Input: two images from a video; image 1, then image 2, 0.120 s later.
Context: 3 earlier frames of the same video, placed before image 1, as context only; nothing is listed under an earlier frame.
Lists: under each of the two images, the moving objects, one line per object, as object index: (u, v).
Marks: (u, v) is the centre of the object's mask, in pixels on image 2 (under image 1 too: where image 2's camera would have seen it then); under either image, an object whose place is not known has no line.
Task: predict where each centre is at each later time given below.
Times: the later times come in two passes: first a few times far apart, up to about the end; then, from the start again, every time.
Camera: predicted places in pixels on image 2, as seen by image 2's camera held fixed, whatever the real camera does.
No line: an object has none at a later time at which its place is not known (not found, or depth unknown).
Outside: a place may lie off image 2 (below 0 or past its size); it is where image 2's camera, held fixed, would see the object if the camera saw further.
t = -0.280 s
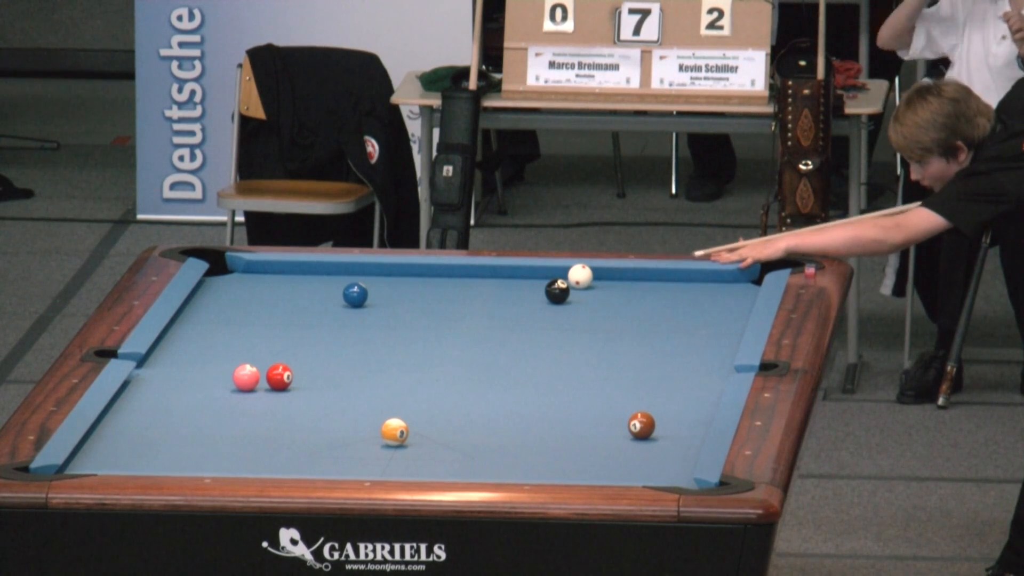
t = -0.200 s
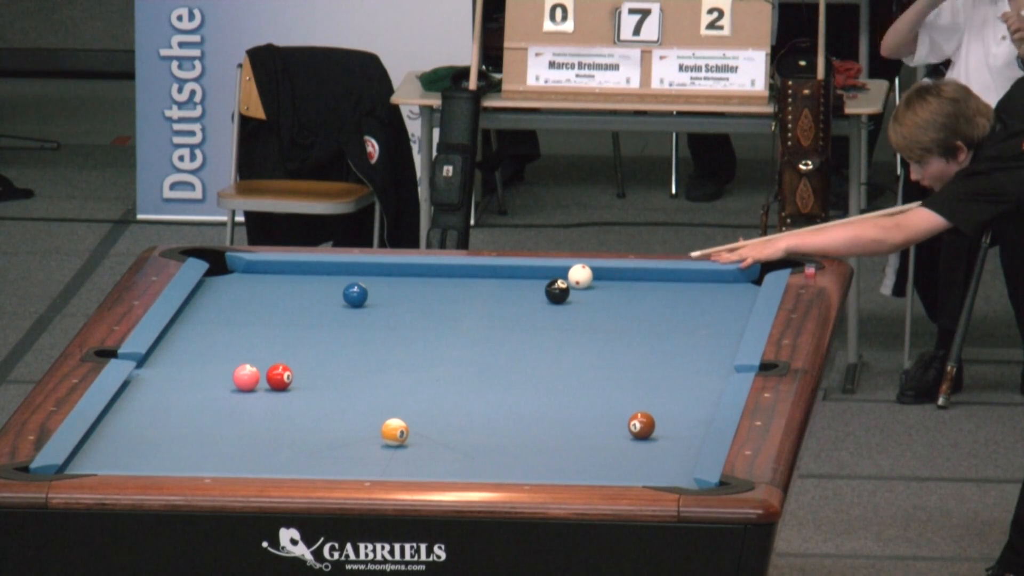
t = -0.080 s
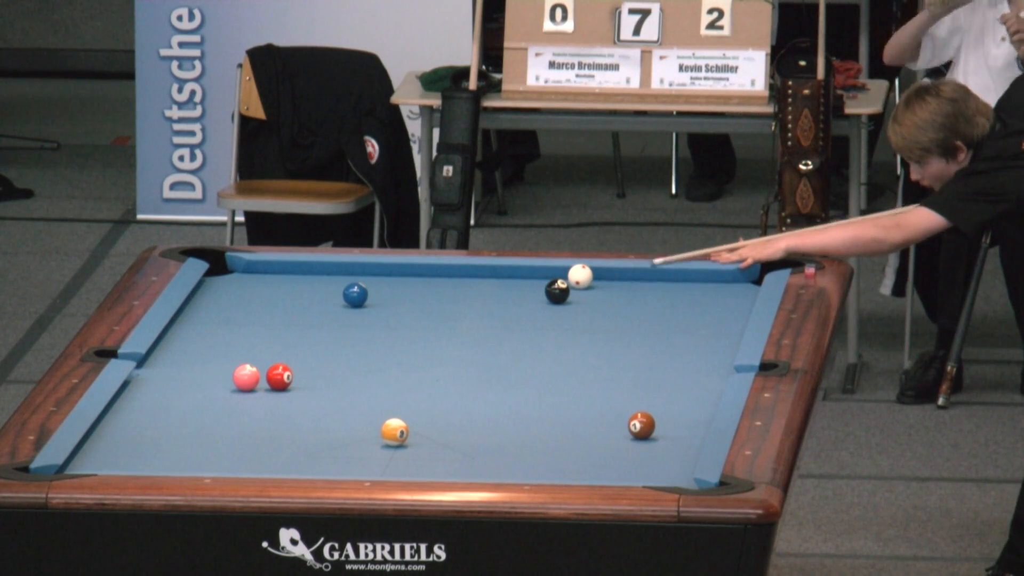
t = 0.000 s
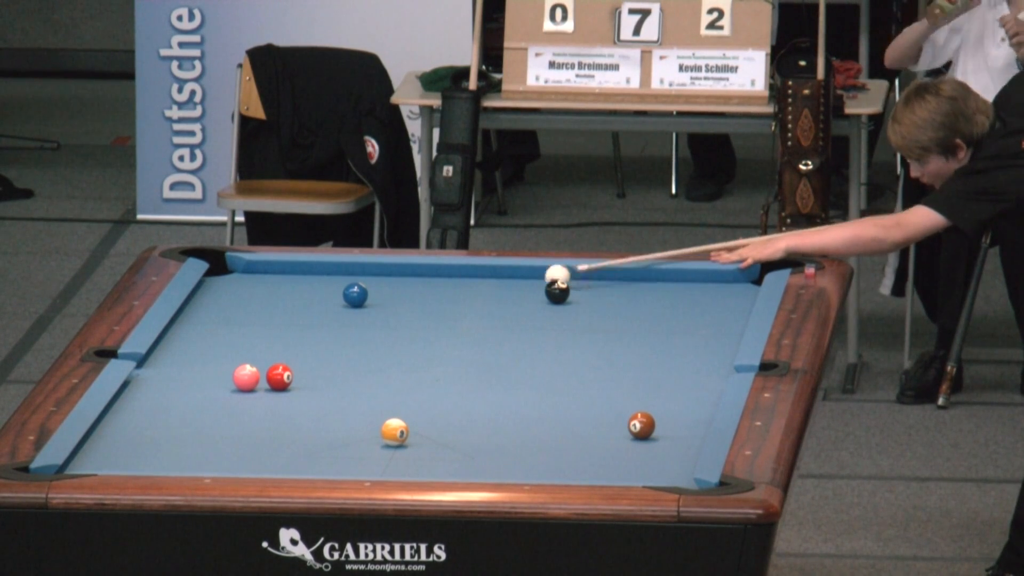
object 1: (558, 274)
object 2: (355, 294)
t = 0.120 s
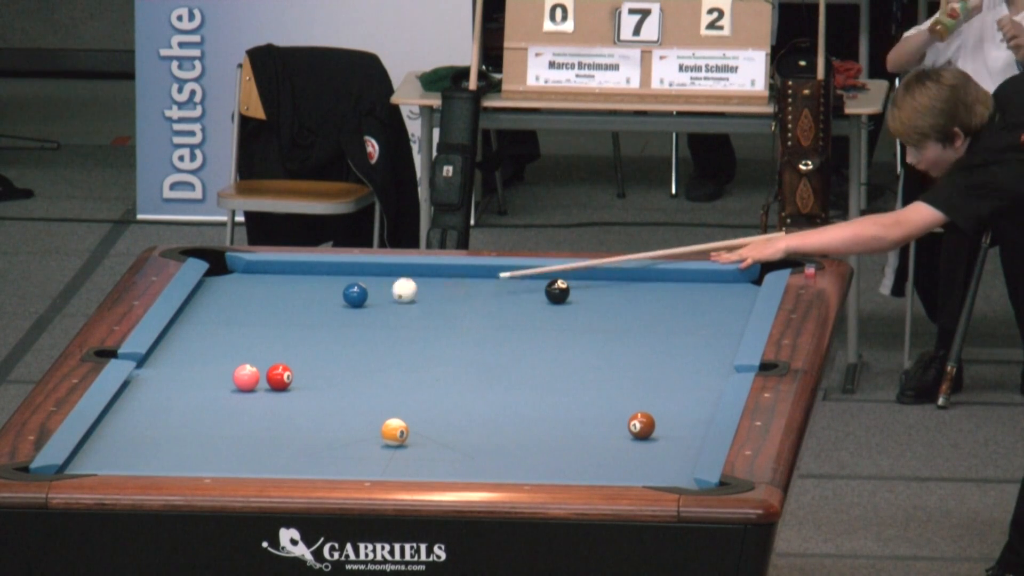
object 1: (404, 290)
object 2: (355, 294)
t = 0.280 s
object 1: (354, 290)
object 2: (202, 311)
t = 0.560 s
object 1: (256, 292)
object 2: (332, 331)
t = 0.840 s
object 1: (231, 294)
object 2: (464, 349)
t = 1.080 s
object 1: (274, 296)
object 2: (576, 364)
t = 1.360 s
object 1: (322, 298)
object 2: (707, 382)
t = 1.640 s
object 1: (366, 300)
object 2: (646, 387)
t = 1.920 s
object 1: (408, 301)
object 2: (581, 391)
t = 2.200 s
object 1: (446, 303)
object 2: (520, 395)
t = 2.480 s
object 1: (481, 304)
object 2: (462, 398)
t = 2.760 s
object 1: (513, 305)
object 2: (407, 402)
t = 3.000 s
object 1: (538, 305)
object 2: (361, 405)
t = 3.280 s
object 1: (566, 306)
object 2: (312, 408)
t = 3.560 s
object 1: (589, 306)
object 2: (265, 411)
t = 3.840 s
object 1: (609, 306)
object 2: (221, 414)
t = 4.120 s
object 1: (626, 307)
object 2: (180, 417)
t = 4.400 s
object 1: (641, 307)
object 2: (143, 419)
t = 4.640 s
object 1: (651, 307)
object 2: (113, 421)
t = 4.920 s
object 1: (659, 307)
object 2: (123, 423)
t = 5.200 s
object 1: (665, 307)
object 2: (136, 424)
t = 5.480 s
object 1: (668, 308)
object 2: (146, 425)
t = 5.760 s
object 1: (668, 307)
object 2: (153, 426)
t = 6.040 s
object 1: (668, 307)
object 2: (157, 427)
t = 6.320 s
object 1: (668, 307)
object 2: (159, 427)
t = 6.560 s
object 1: (668, 307)
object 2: (159, 427)
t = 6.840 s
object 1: (668, 307)
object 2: (159, 427)
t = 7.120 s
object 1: (668, 307)
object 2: (159, 427)
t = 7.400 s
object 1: (668, 308)
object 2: (159, 427)
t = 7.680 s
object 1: (668, 307)
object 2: (159, 427)
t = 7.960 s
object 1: (668, 307)
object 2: (159, 427)
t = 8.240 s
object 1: (668, 308)
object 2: (159, 427)
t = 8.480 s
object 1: (668, 307)
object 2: (159, 427)
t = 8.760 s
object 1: (668, 308)
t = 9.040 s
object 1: (668, 307)
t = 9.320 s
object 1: (668, 307)
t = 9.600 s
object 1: (668, 308)
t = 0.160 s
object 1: (375, 291)
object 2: (335, 296)
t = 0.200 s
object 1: (370, 291)
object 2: (289, 301)
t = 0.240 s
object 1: (363, 291)
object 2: (245, 305)
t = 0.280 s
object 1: (354, 290)
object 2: (202, 311)
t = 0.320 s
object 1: (343, 290)
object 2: (202, 315)
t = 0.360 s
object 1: (331, 290)
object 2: (227, 318)
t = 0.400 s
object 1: (316, 291)
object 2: (251, 321)
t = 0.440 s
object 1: (302, 291)
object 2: (273, 324)
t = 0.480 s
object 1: (286, 291)
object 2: (294, 327)
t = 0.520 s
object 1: (271, 292)
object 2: (313, 329)
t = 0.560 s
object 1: (256, 292)
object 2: (332, 331)
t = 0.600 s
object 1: (241, 293)
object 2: (351, 334)
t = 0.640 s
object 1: (226, 293)
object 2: (370, 336)
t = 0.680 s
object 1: (211, 293)
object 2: (388, 339)
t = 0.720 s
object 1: (205, 294)
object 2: (407, 341)
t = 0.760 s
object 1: (215, 294)
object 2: (426, 344)
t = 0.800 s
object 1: (224, 294)
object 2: (445, 347)
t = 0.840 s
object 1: (231, 294)
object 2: (464, 349)
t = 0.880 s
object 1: (239, 295)
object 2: (482, 352)
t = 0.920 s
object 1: (246, 295)
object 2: (501, 354)
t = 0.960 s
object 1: (253, 295)
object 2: (520, 356)
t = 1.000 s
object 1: (260, 296)
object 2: (538, 359)
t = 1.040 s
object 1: (267, 296)
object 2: (557, 362)
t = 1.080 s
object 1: (274, 296)
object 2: (576, 364)
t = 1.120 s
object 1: (281, 296)
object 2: (595, 367)
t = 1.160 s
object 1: (287, 297)
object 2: (613, 369)
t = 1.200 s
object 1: (295, 297)
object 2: (632, 371)
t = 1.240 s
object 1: (302, 298)
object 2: (651, 374)
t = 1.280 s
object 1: (308, 297)
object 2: (669, 377)
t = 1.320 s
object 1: (315, 298)
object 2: (688, 379)
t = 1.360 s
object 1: (322, 298)
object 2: (707, 382)
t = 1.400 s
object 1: (328, 298)
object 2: (710, 383)
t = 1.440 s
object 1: (335, 299)
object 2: (696, 384)
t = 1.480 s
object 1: (341, 299)
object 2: (684, 384)
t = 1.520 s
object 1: (347, 299)
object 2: (674, 385)
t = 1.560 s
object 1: (354, 299)
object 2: (664, 386)
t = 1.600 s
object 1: (360, 300)
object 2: (655, 386)
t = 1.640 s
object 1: (366, 300)
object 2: (646, 387)
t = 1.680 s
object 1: (372, 300)
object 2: (636, 387)
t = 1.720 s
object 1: (378, 300)
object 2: (627, 388)
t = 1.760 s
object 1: (384, 301)
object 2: (618, 389)
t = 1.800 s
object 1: (390, 301)
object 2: (609, 389)
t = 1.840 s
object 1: (396, 301)
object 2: (600, 390)
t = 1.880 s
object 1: (402, 301)
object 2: (590, 390)
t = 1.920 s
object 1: (408, 301)
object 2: (581, 391)
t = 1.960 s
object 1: (413, 302)
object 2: (572, 392)
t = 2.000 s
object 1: (419, 303)
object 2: (563, 392)
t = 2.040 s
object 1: (424, 302)
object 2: (554, 393)
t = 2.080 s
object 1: (430, 303)
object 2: (546, 393)
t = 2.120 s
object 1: (435, 303)
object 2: (537, 394)
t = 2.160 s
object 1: (441, 303)
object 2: (529, 394)
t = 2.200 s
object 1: (446, 303)
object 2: (520, 395)
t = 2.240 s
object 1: (451, 303)
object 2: (511, 395)
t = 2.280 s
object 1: (456, 303)
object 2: (503, 396)
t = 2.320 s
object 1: (462, 303)
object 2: (495, 396)
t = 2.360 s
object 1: (466, 303)
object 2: (486, 397)
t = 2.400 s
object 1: (471, 304)
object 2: (478, 397)
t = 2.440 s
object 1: (476, 304)
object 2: (470, 398)
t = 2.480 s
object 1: (481, 304)
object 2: (462, 398)
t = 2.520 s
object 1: (486, 304)
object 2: (454, 399)
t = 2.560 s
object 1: (491, 304)
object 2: (446, 400)
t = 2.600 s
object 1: (495, 304)
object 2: (437, 400)
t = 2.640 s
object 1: (500, 305)
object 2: (430, 401)
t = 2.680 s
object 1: (504, 305)
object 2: (422, 401)
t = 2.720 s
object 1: (509, 305)
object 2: (414, 401)
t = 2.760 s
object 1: (513, 305)
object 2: (407, 402)
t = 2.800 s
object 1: (518, 305)
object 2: (399, 402)
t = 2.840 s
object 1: (522, 305)
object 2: (391, 403)
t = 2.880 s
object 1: (526, 305)
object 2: (384, 404)
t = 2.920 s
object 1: (530, 305)
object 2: (376, 404)
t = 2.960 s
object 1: (534, 305)
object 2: (369, 404)
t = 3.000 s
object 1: (538, 305)
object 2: (361, 405)
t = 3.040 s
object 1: (543, 305)
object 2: (354, 406)
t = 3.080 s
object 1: (546, 305)
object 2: (347, 406)
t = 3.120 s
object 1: (550, 306)
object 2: (340, 406)
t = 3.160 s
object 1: (554, 306)
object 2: (332, 406)
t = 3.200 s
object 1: (558, 306)
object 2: (326, 407)
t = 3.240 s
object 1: (562, 306)
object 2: (318, 408)
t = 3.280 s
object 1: (566, 306)
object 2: (312, 408)
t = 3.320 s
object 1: (569, 306)
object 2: (305, 409)
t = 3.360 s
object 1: (572, 306)
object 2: (298, 409)
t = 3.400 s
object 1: (575, 306)
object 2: (291, 410)
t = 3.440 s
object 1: (579, 306)
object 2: (285, 410)
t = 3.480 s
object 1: (582, 306)
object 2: (278, 410)
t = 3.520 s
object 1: (585, 306)
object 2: (271, 411)
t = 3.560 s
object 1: (589, 306)
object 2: (265, 411)
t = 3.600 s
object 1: (591, 306)
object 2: (258, 412)
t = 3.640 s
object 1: (594, 306)
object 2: (252, 412)
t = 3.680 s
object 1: (597, 306)
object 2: (246, 413)
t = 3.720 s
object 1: (600, 306)
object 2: (239, 413)
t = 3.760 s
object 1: (603, 306)
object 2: (233, 413)
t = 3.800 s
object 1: (606, 307)
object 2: (227, 414)
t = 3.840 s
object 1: (609, 306)
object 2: (221, 414)
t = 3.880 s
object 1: (612, 307)
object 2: (215, 415)
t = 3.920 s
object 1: (615, 306)
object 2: (209, 415)
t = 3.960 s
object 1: (617, 306)
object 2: (203, 415)
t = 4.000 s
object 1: (619, 307)
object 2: (197, 416)
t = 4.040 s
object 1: (622, 307)
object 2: (191, 416)
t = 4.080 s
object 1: (624, 306)
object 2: (186, 416)
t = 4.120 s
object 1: (626, 307)
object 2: (180, 417)
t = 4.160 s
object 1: (629, 306)
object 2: (175, 417)
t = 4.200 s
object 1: (631, 307)
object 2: (169, 418)
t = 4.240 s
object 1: (633, 306)
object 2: (164, 417)
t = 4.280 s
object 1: (635, 307)
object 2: (158, 418)
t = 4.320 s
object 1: (637, 307)
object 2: (153, 419)
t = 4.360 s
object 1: (639, 306)
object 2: (148, 419)
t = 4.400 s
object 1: (641, 307)
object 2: (143, 419)
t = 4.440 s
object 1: (643, 307)
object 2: (138, 419)
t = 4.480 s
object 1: (644, 306)
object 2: (132, 419)
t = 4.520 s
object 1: (646, 306)
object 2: (128, 420)
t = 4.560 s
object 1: (648, 306)
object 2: (122, 420)
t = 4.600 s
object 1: (649, 306)
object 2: (118, 421)
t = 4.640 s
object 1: (651, 307)
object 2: (113, 421)
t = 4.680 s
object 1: (652, 306)
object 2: (110, 422)
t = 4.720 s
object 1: (653, 307)
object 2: (112, 422)
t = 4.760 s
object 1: (655, 307)
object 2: (114, 422)
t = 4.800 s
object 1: (656, 306)
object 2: (117, 422)
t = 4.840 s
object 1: (657, 307)
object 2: (119, 423)
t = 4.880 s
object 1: (658, 307)
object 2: (121, 422)
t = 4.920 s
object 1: (659, 307)
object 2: (123, 423)
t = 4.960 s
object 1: (660, 308)
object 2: (125, 423)
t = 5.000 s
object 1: (661, 307)
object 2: (128, 423)
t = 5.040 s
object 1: (662, 307)
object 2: (129, 423)
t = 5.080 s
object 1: (663, 307)
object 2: (131, 424)
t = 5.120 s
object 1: (664, 307)
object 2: (133, 423)
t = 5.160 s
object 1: (664, 307)
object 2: (135, 424)
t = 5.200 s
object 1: (665, 307)
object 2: (136, 424)
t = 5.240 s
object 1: (666, 307)
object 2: (138, 424)
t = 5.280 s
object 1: (666, 308)
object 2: (139, 424)
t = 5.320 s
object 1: (667, 307)
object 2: (141, 424)
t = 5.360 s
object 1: (667, 307)
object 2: (142, 425)
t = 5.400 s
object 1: (668, 307)
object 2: (144, 425)
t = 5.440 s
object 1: (668, 307)
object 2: (145, 425)
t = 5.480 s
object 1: (668, 308)
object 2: (146, 425)
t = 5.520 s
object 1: (668, 307)
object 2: (147, 425)
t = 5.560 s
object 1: (668, 307)
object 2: (149, 426)
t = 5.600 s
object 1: (669, 308)
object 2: (150, 426)
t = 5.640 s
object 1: (669, 307)
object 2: (151, 426)
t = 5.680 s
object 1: (669, 308)
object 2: (152, 426)
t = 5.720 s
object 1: (669, 307)
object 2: (153, 426)
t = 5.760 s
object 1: (668, 307)
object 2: (153, 426)
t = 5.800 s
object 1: (668, 308)
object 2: (154, 426)
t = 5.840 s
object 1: (668, 307)
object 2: (155, 426)
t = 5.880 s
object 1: (668, 307)
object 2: (155, 426)
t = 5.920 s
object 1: (668, 307)
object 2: (155, 427)
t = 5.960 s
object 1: (668, 307)
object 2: (156, 427)
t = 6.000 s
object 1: (668, 307)
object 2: (157, 427)
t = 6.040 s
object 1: (668, 307)
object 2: (157, 427)
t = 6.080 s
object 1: (668, 307)
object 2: (158, 427)
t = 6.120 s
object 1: (668, 308)
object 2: (158, 427)
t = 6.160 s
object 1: (668, 307)
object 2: (158, 427)
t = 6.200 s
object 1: (668, 307)
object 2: (159, 427)
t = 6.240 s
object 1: (668, 307)
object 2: (159, 427)
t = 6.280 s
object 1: (668, 307)
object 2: (159, 427)
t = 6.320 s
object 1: (668, 307)
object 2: (159, 427)
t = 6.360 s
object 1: (668, 307)
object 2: (159, 427)
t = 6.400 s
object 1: (668, 307)
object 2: (159, 427)
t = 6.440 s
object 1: (668, 308)
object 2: (159, 427)
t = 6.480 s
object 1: (668, 307)
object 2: (159, 427)
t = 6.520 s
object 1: (668, 307)
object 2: (159, 427)
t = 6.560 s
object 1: (668, 307)
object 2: (159, 427)
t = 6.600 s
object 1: (668, 307)
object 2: (159, 427)
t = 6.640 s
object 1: (668, 307)
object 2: (159, 427)
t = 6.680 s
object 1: (668, 307)
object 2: (159, 427)
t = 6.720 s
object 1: (668, 307)
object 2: (159, 427)
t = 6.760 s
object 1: (668, 307)
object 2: (159, 427)
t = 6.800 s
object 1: (668, 307)
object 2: (159, 427)
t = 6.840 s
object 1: (668, 307)
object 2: (159, 427)
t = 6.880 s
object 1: (668, 308)
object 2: (159, 427)
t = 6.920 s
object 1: (668, 307)
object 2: (159, 427)
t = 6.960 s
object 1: (668, 307)
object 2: (159, 427)
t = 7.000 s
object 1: (668, 307)
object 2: (159, 427)
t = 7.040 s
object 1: (668, 307)
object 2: (159, 427)
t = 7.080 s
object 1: (668, 308)
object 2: (159, 427)
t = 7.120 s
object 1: (668, 307)
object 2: (159, 427)
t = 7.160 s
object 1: (668, 307)
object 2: (159, 427)
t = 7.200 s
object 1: (668, 307)
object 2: (159, 427)
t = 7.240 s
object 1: (668, 307)
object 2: (159, 427)
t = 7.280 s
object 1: (668, 307)
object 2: (159, 427)
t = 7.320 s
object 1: (668, 307)
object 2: (159, 427)
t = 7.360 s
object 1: (668, 308)
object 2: (159, 427)
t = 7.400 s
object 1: (668, 308)
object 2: (159, 427)
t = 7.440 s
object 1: (668, 307)
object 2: (159, 427)
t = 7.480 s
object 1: (668, 308)
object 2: (159, 427)
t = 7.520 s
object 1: (668, 308)
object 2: (159, 427)
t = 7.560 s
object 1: (668, 307)
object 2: (159, 427)
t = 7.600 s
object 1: (668, 307)
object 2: (159, 427)
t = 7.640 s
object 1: (668, 307)
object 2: (159, 427)
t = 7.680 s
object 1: (668, 307)
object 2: (159, 427)
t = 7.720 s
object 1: (668, 307)
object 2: (159, 427)
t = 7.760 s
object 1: (668, 307)
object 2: (159, 427)
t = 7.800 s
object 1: (668, 307)
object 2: (159, 427)
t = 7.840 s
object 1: (668, 307)
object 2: (159, 427)
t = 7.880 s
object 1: (668, 307)
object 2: (159, 427)
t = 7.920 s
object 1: (668, 307)
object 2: (159, 427)
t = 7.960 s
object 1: (668, 307)
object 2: (159, 427)
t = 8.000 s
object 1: (668, 307)
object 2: (159, 427)
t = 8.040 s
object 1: (668, 307)
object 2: (159, 427)
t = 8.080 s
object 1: (668, 307)
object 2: (159, 427)
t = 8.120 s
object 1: (668, 307)
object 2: (159, 427)
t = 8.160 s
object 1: (668, 307)
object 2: (159, 427)
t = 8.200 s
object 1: (668, 308)
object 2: (159, 427)
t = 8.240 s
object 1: (668, 308)
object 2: (159, 427)
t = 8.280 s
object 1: (668, 308)
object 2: (159, 427)
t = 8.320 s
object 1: (668, 308)
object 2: (159, 427)
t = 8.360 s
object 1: (668, 307)
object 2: (159, 427)
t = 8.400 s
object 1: (668, 307)
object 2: (159, 427)
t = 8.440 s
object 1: (668, 307)
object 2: (159, 427)
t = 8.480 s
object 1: (668, 307)
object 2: (159, 427)
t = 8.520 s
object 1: (668, 307)
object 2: (159, 427)
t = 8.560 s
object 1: (668, 307)
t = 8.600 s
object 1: (668, 308)
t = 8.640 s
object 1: (668, 308)
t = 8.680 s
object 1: (668, 307)
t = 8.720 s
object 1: (668, 307)
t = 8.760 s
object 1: (668, 308)
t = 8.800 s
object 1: (668, 307)
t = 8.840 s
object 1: (668, 308)
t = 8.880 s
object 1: (668, 307)
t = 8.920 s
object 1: (668, 308)
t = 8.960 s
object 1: (668, 308)
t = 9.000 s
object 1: (668, 307)
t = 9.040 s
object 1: (668, 307)
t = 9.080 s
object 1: (668, 308)
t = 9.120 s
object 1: (668, 308)
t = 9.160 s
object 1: (668, 308)
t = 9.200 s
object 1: (668, 308)
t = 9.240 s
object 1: (668, 308)
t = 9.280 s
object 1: (668, 307)
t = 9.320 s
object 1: (668, 307)
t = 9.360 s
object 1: (668, 307)
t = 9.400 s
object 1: (668, 307)
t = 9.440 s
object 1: (668, 307)
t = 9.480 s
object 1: (668, 307)
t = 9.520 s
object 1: (668, 308)
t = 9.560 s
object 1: (668, 307)
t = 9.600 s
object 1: (668, 308)
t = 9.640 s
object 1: (668, 308)
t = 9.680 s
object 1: (668, 307)
